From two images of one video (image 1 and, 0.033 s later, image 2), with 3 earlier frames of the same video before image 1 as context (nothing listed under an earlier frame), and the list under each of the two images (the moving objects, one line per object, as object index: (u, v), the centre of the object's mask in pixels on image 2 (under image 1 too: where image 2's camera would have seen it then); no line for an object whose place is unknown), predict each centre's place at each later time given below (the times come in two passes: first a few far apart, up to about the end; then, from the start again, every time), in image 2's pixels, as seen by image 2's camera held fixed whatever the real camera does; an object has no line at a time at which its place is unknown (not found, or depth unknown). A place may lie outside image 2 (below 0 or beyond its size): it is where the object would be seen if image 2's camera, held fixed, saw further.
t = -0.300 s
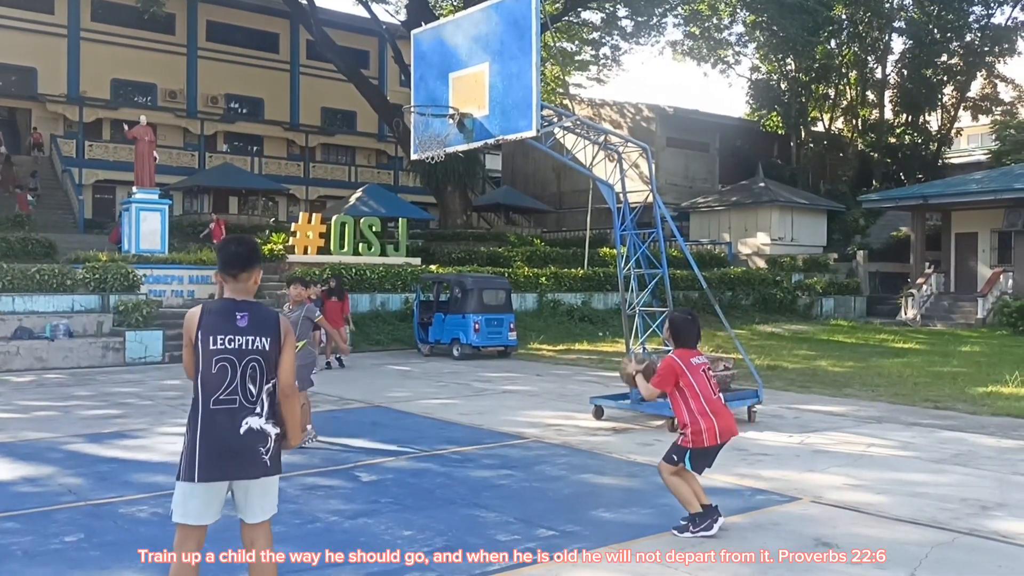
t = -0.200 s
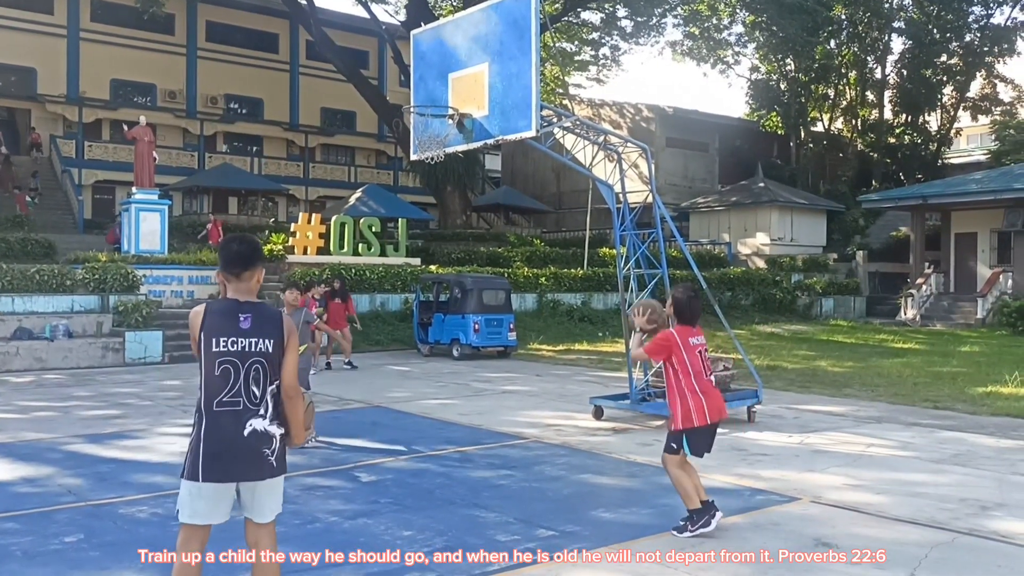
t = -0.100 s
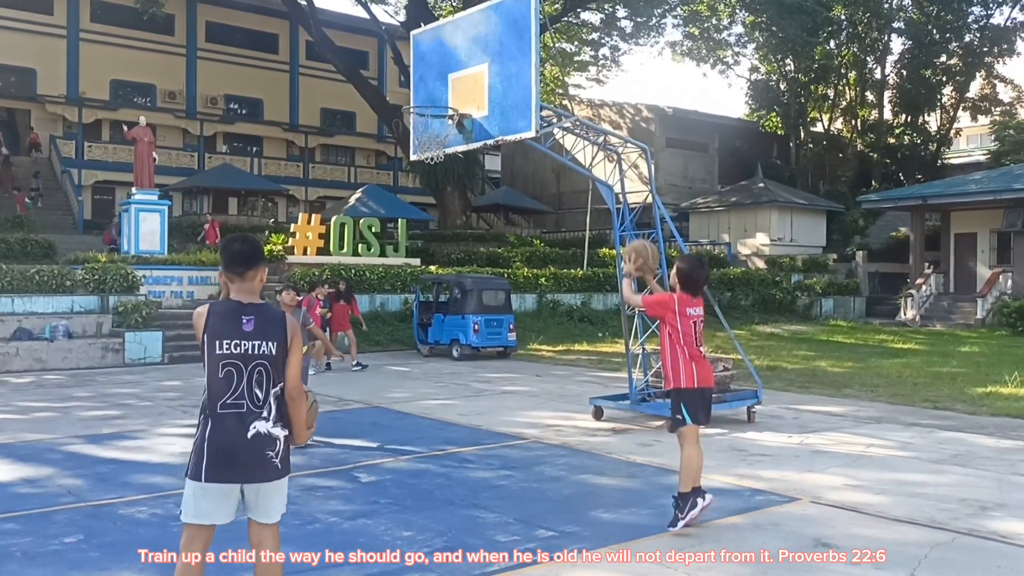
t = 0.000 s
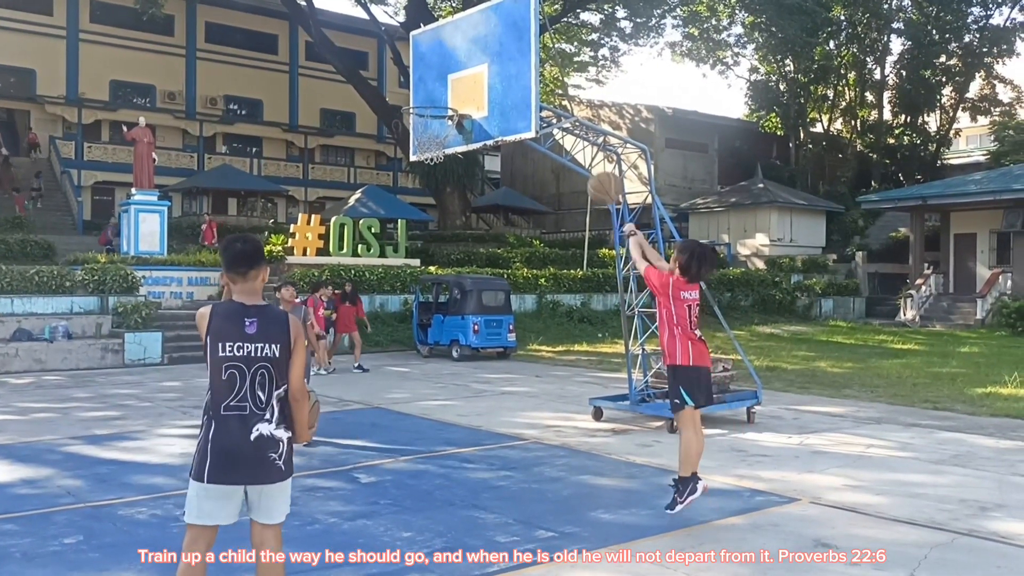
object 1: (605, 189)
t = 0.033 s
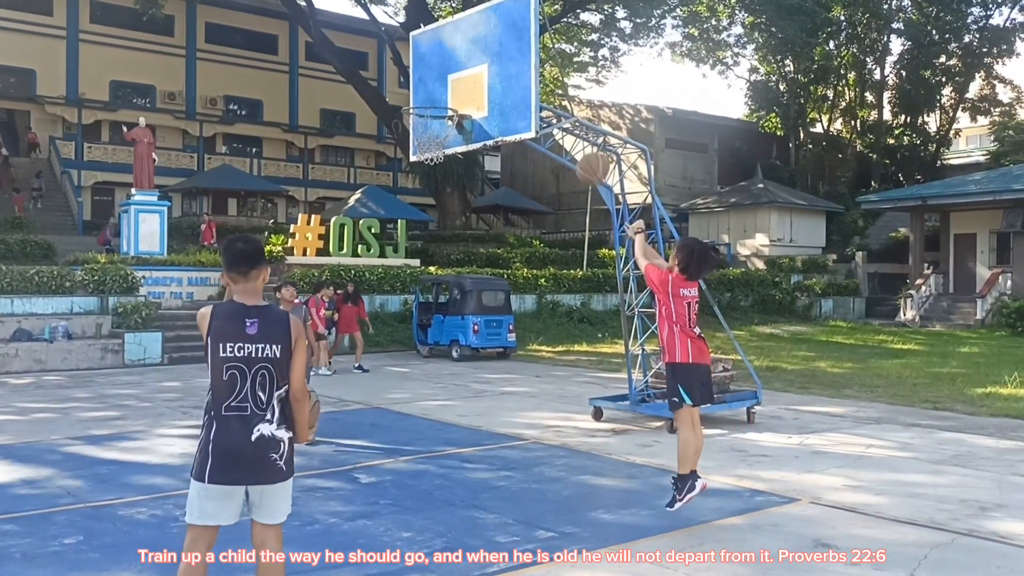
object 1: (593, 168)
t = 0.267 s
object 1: (519, 85)
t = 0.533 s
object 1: (449, 84)
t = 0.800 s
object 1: (453, 132)
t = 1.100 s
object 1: (440, 141)
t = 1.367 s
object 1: (406, 197)
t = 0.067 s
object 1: (581, 151)
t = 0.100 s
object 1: (571, 134)
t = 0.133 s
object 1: (560, 121)
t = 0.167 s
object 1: (549, 109)
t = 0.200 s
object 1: (539, 100)
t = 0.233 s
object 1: (529, 91)
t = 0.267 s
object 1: (519, 85)
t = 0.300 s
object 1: (510, 80)
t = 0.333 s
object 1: (500, 76)
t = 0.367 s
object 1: (491, 74)
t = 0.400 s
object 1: (482, 73)
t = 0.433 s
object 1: (473, 74)
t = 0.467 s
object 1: (465, 76)
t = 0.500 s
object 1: (457, 80)
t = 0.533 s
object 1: (449, 84)
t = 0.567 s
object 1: (440, 90)
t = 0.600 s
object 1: (433, 96)
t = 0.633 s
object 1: (425, 105)
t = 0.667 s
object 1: (418, 113)
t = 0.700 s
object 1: (427, 118)
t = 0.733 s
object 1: (437, 124)
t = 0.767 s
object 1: (445, 130)
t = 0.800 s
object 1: (453, 132)
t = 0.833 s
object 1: (457, 131)
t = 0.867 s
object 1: (459, 128)
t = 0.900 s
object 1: (458, 128)
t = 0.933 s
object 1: (456, 129)
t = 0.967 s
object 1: (455, 133)
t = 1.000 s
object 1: (452, 133)
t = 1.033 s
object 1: (448, 135)
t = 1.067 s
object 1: (445, 136)
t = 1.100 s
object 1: (440, 141)
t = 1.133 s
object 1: (430, 152)
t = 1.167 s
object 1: (427, 160)
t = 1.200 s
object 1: (423, 161)
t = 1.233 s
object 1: (420, 163)
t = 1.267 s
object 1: (417, 169)
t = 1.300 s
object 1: (413, 177)
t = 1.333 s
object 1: (409, 186)
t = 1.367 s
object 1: (406, 197)
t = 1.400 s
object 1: (403, 209)
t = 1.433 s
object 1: (399, 223)
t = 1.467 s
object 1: (395, 237)
